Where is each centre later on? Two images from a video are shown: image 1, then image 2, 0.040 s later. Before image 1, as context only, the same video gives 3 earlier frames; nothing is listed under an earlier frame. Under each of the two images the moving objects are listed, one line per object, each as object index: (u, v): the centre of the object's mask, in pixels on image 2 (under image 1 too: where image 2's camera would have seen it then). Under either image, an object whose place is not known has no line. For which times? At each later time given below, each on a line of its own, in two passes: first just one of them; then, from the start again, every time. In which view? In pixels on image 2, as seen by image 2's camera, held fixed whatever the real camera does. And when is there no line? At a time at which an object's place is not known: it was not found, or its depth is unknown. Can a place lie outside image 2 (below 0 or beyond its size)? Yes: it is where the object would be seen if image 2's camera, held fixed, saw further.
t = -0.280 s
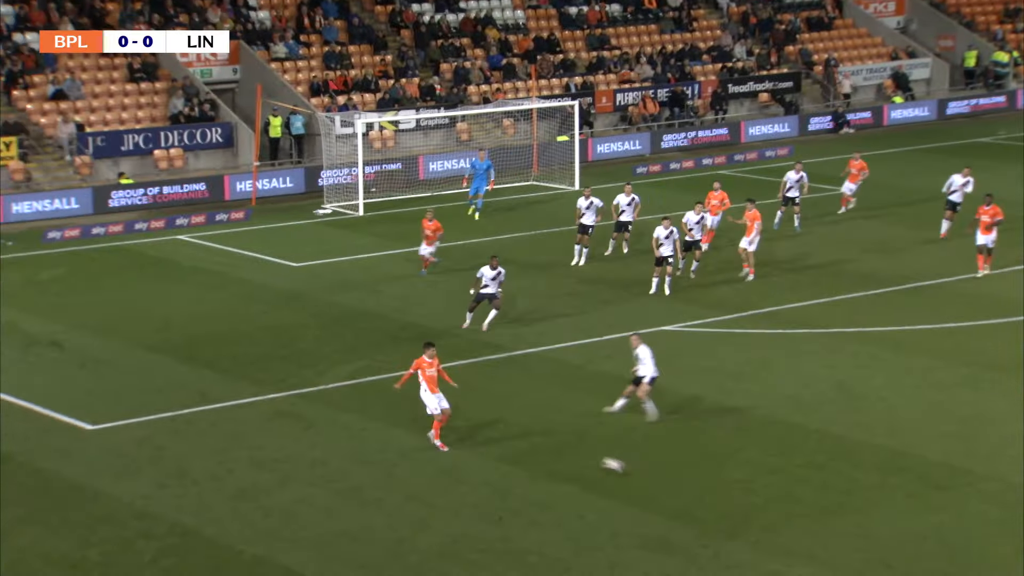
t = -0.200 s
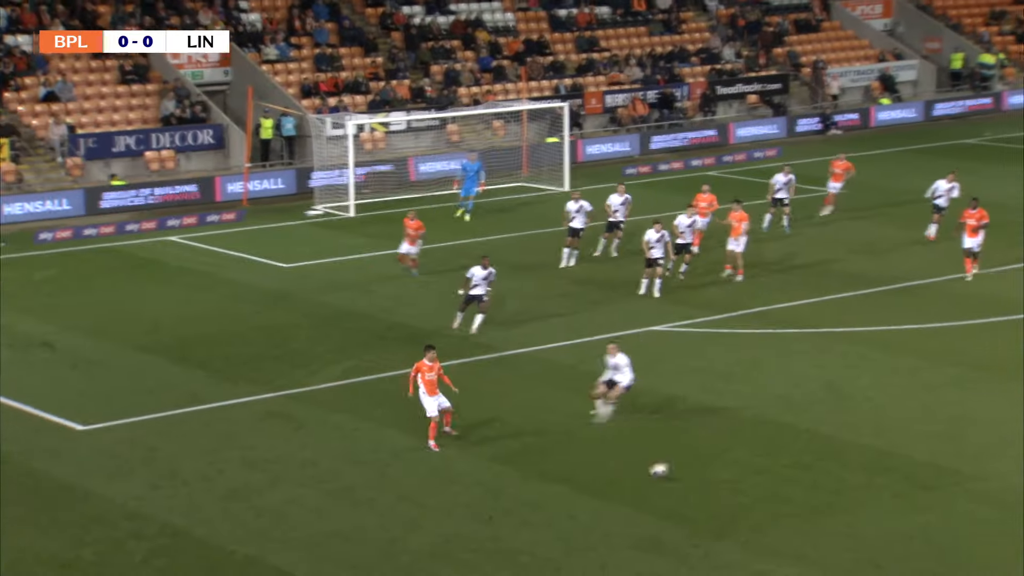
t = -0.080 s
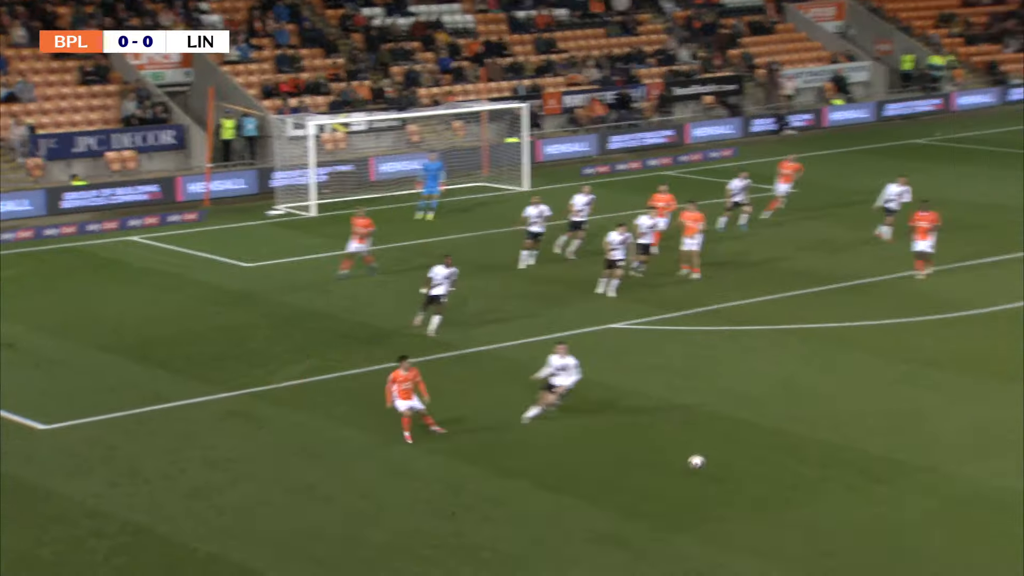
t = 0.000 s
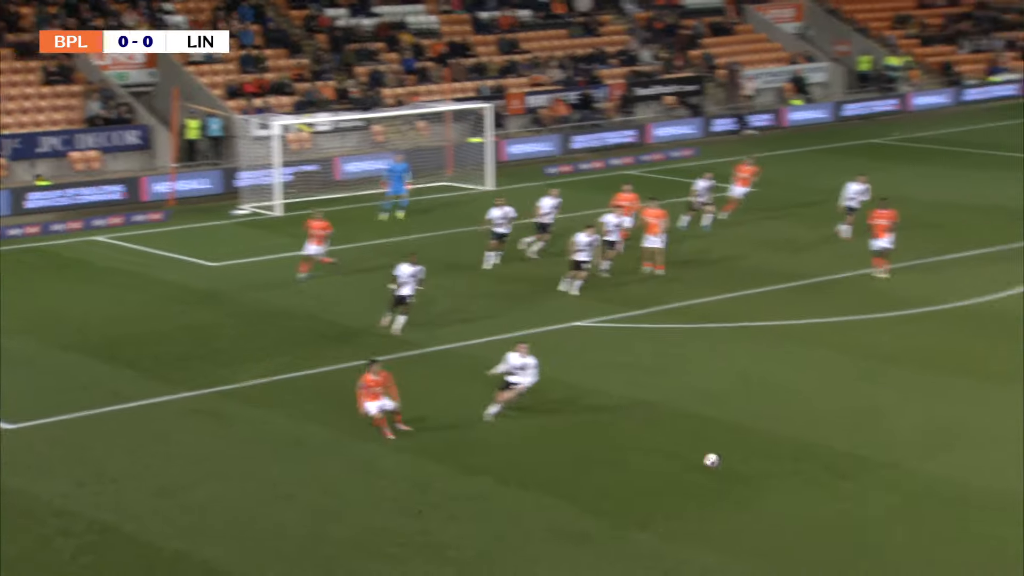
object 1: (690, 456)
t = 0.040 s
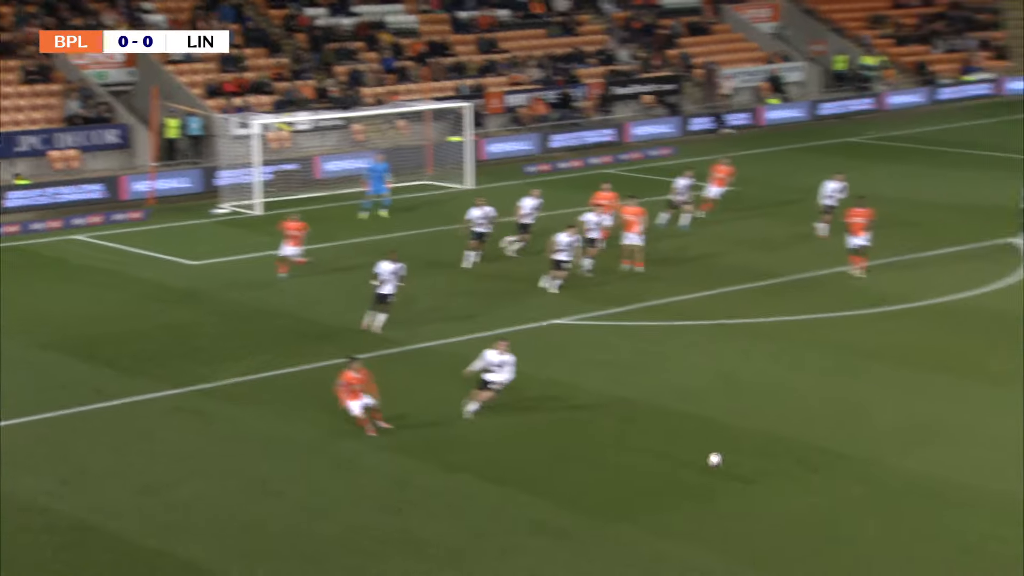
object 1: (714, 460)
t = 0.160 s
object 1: (793, 478)
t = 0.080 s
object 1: (741, 464)
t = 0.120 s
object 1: (767, 471)
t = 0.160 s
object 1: (793, 478)
